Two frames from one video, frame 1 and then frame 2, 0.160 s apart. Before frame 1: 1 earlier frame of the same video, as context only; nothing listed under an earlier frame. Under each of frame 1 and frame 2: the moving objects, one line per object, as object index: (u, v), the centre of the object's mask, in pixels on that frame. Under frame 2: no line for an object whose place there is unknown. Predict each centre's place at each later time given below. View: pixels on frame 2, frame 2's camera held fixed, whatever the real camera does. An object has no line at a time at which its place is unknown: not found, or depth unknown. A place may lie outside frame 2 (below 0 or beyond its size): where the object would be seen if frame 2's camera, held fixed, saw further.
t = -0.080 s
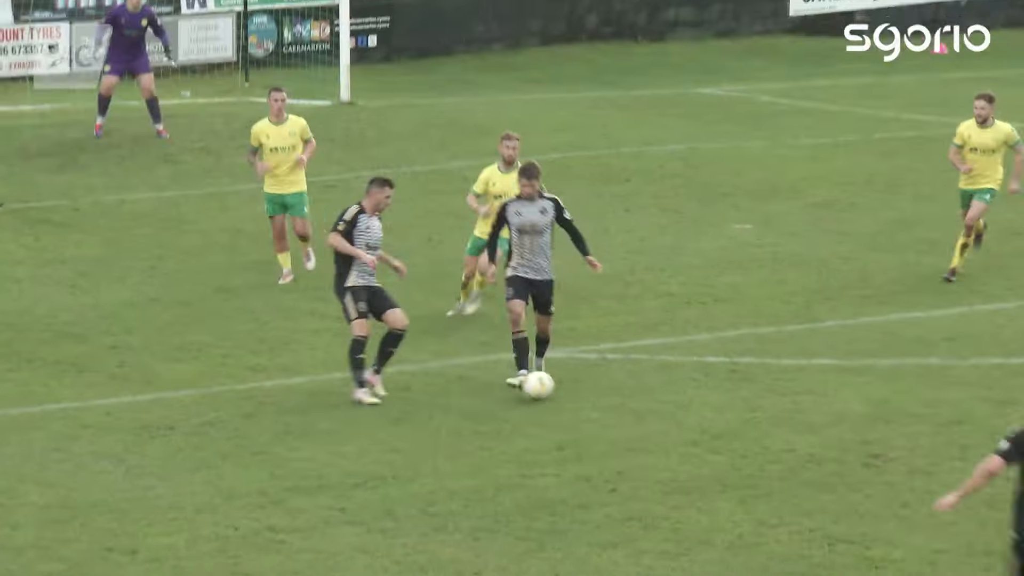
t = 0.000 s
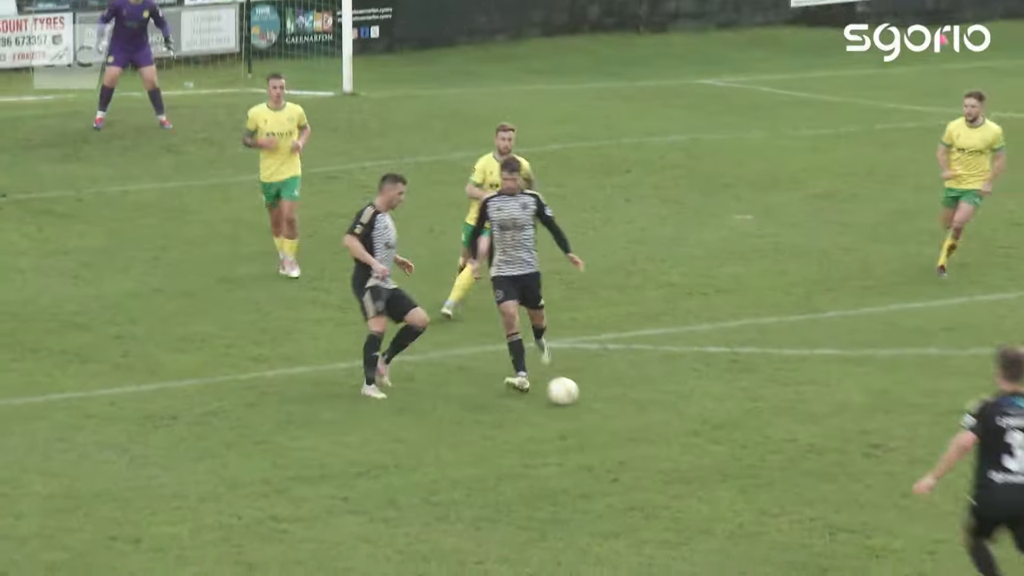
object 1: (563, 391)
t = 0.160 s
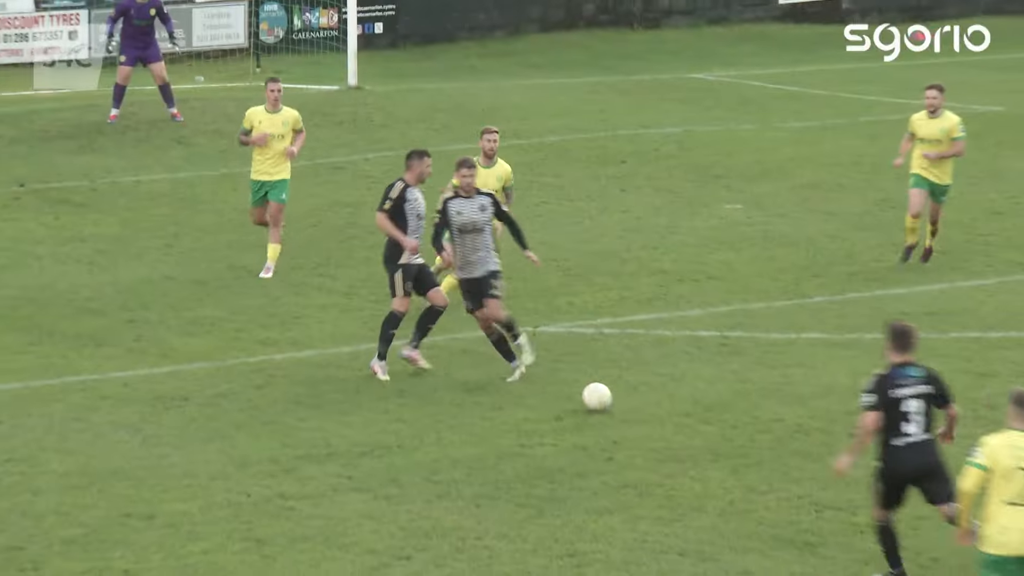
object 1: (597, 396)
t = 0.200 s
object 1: (605, 404)
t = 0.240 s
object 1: (612, 408)
